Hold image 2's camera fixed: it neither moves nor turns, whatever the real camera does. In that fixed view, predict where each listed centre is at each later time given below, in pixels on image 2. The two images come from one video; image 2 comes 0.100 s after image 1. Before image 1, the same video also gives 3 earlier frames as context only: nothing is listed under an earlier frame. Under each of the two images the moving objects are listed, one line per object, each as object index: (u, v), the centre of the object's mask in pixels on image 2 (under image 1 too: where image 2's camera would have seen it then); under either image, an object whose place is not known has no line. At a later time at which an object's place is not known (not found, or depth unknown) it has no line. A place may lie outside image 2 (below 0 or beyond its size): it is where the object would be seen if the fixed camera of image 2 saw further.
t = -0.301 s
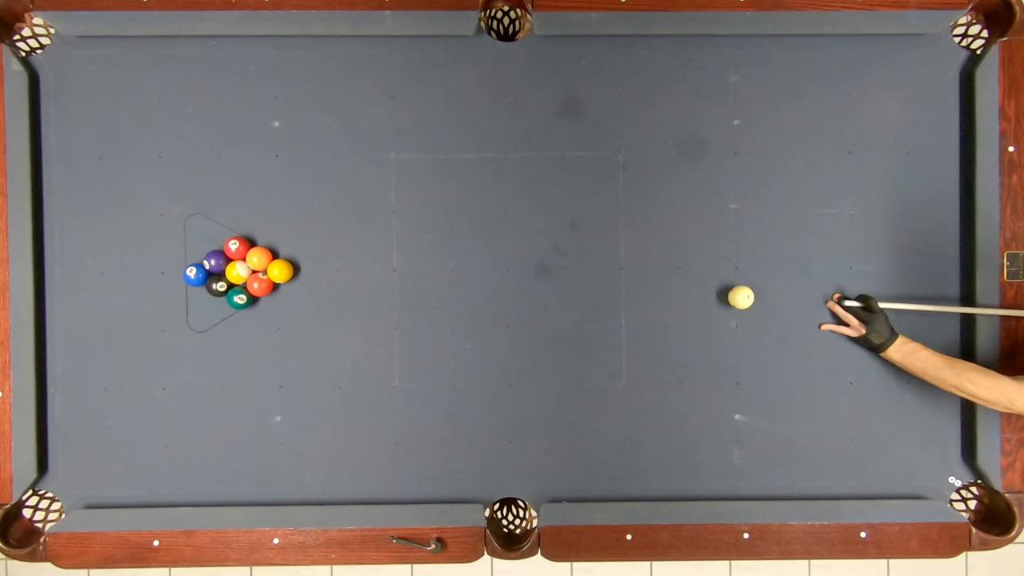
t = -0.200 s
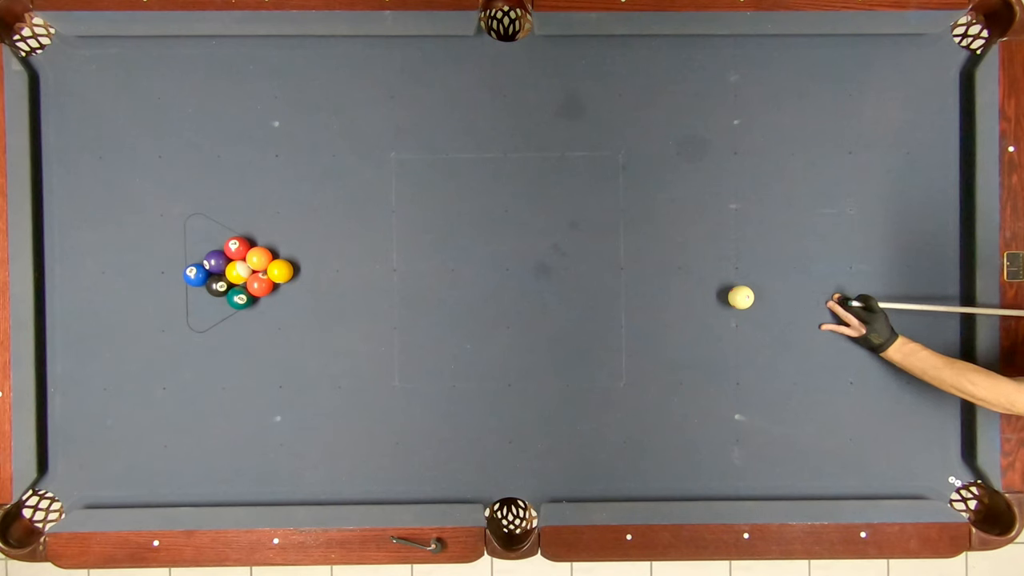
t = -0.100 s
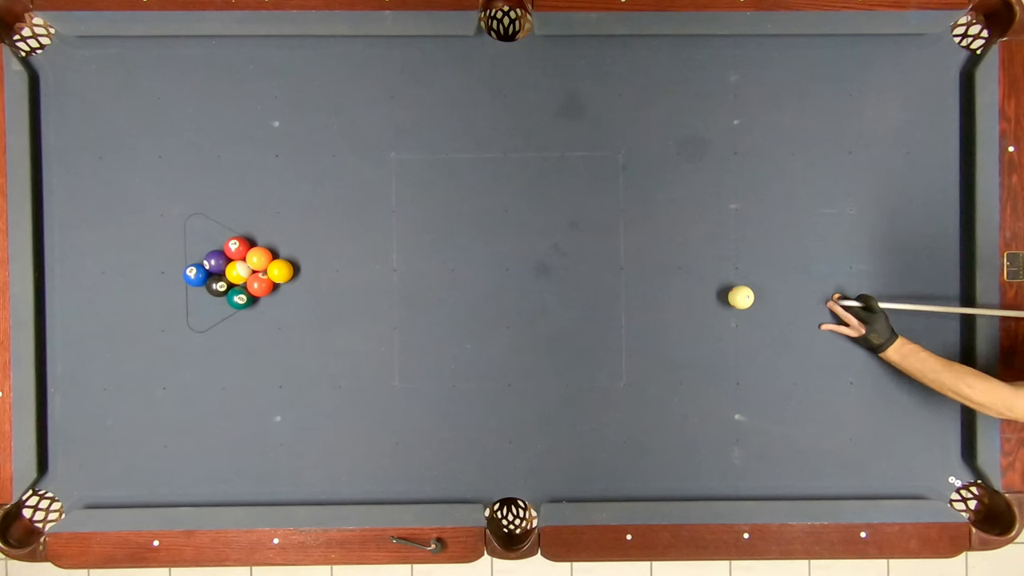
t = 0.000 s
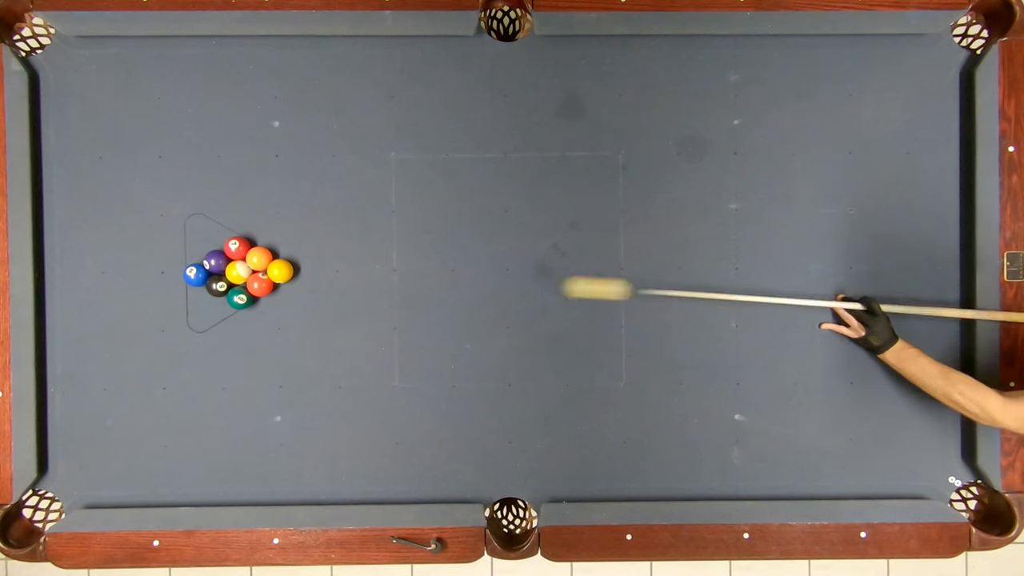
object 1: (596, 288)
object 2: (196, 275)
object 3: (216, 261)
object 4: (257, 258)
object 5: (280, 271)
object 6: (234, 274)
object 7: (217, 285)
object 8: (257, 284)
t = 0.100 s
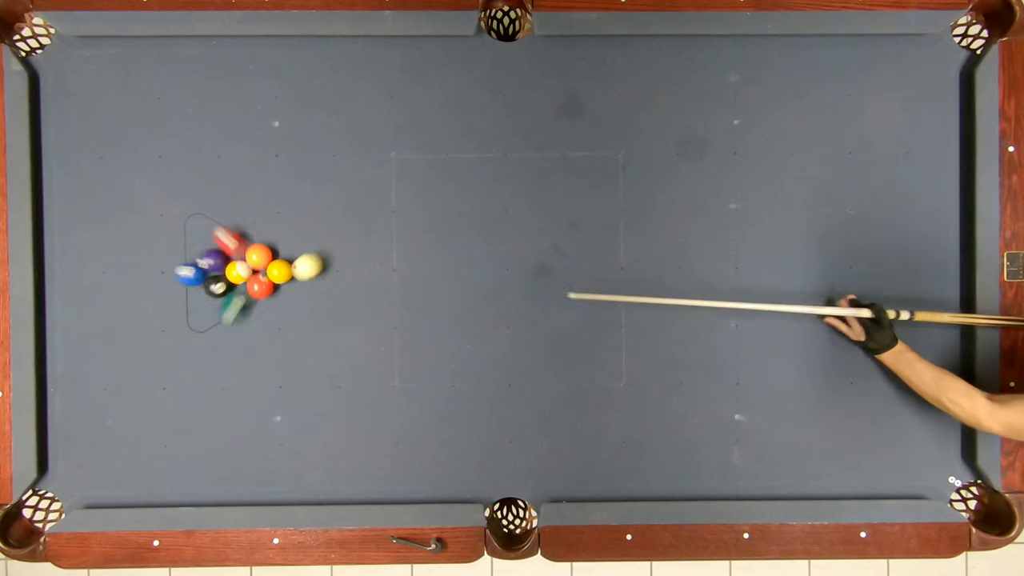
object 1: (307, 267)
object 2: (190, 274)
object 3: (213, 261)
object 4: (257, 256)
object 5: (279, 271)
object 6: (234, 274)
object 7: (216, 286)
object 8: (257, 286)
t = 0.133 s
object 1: (327, 252)
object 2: (163, 271)
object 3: (197, 255)
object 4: (256, 247)
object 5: (280, 273)
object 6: (235, 273)
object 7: (212, 290)
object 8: (259, 294)
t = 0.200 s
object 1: (372, 222)
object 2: (112, 267)
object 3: (165, 245)
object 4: (256, 231)
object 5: (286, 278)
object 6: (237, 272)
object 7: (201, 297)
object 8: (265, 308)
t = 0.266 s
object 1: (421, 195)
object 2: (65, 263)
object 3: (138, 238)
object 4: (256, 216)
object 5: (291, 281)
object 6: (238, 271)
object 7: (190, 305)
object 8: (268, 321)
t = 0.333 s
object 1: (464, 167)
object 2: (63, 260)
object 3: (110, 230)
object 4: (255, 202)
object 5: (296, 285)
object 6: (239, 271)
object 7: (179, 312)
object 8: (272, 334)
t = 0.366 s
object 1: (484, 154)
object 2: (76, 260)
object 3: (98, 227)
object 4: (254, 195)
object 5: (299, 287)
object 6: (239, 270)
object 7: (175, 315)
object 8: (273, 340)
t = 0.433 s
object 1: (521, 128)
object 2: (100, 259)
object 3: (70, 218)
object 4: (254, 180)
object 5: (304, 291)
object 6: (241, 269)
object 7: (164, 322)
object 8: (276, 352)
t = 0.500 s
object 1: (554, 103)
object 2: (121, 259)
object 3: (48, 212)
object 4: (253, 167)
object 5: (309, 294)
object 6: (242, 269)
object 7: (154, 329)
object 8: (279, 364)
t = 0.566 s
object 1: (584, 78)
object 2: (143, 258)
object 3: (65, 207)
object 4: (252, 153)
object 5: (313, 298)
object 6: (242, 269)
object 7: (144, 335)
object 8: (282, 376)
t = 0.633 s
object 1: (609, 55)
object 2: (164, 257)
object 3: (80, 202)
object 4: (251, 139)
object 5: (318, 301)
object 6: (242, 269)
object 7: (134, 341)
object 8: (285, 388)
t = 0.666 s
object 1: (620, 48)
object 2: (175, 257)
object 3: (87, 199)
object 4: (251, 133)
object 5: (320, 303)
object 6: (242, 269)
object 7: (129, 344)
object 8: (287, 394)
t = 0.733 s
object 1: (642, 64)
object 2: (197, 256)
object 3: (101, 195)
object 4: (250, 119)
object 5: (324, 306)
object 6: (242, 269)
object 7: (119, 351)
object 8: (290, 405)
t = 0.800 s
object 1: (662, 77)
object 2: (217, 255)
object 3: (114, 191)
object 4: (249, 107)
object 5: (329, 309)
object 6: (242, 269)
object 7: (109, 357)
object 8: (292, 417)
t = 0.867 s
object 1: (680, 89)
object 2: (229, 250)
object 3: (127, 187)
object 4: (249, 94)
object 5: (332, 312)
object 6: (250, 273)
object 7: (99, 364)
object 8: (295, 428)
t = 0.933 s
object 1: (699, 101)
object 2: (238, 243)
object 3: (141, 182)
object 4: (248, 81)
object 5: (336, 314)
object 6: (262, 278)
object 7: (90, 370)
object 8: (298, 439)
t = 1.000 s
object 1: (717, 113)
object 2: (246, 237)
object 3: (154, 178)
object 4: (247, 69)
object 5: (340, 317)
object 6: (272, 283)
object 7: (81, 376)
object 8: (301, 449)
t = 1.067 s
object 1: (735, 124)
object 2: (255, 230)
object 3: (166, 174)
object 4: (247, 56)
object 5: (343, 319)
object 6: (281, 288)
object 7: (71, 382)
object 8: (303, 460)
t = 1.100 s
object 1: (744, 130)
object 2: (259, 227)
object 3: (173, 172)
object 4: (246, 50)
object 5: (345, 320)
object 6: (285, 291)
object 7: (68, 384)
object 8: (305, 465)
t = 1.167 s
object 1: (762, 142)
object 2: (268, 221)
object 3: (186, 168)
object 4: (246, 52)
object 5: (348, 323)
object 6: (294, 295)
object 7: (58, 390)
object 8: (307, 475)
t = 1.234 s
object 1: (780, 153)
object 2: (276, 215)
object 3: (198, 163)
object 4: (246, 59)
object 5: (352, 325)
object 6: (303, 300)
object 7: (53, 396)
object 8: (309, 485)
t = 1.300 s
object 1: (797, 164)
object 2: (284, 209)
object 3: (209, 160)
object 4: (245, 66)
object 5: (355, 326)
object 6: (311, 305)
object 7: (58, 399)
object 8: (312, 492)
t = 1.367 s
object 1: (815, 175)
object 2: (291, 204)
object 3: (222, 155)
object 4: (245, 72)
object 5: (357, 328)
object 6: (320, 310)
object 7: (62, 403)
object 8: (313, 486)
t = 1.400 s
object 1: (824, 181)
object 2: (296, 201)
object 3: (228, 154)
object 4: (245, 75)
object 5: (359, 329)
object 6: (323, 312)
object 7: (65, 404)
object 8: (313, 484)
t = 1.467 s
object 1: (840, 192)
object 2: (304, 195)
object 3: (239, 151)
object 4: (244, 81)
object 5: (362, 330)
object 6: (331, 316)
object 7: (69, 408)
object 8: (314, 478)
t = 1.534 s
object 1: (857, 202)
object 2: (311, 189)
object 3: (251, 147)
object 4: (244, 87)
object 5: (364, 332)
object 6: (339, 320)
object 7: (74, 411)
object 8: (316, 473)
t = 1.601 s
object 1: (874, 213)
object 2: (318, 184)
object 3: (262, 143)
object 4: (243, 93)
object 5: (368, 334)
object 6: (344, 324)
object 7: (78, 414)
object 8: (317, 468)
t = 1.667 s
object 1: (890, 223)
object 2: (325, 179)
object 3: (272, 140)
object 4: (243, 98)
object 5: (374, 337)
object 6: (347, 325)
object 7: (82, 418)
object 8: (318, 464)
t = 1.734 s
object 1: (906, 234)
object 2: (333, 174)
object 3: (284, 136)
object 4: (242, 104)
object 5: (379, 340)
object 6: (350, 328)
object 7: (85, 421)
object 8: (319, 459)
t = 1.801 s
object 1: (923, 244)
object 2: (340, 169)
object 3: (295, 132)
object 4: (242, 109)
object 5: (384, 343)
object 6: (353, 329)
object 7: (89, 423)
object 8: (320, 455)
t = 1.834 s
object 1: (930, 249)
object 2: (343, 166)
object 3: (300, 130)
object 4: (242, 112)
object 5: (386, 344)
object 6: (354, 330)
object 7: (91, 425)
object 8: (320, 452)
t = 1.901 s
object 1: (947, 259)
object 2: (349, 162)
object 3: (310, 127)
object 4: (242, 117)
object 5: (391, 347)
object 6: (357, 331)
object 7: (94, 427)
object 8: (321, 448)
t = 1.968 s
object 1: (961, 269)
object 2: (356, 157)
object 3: (320, 124)
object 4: (241, 121)
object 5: (395, 349)
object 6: (359, 333)
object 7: (97, 430)
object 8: (322, 445)
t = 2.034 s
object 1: (952, 280)
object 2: (362, 153)
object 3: (330, 120)
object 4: (241, 126)
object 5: (400, 352)
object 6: (361, 334)
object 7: (100, 432)
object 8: (323, 441)
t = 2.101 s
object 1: (942, 290)
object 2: (368, 149)
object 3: (339, 117)
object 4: (241, 130)
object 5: (404, 354)
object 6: (363, 335)
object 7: (103, 435)
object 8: (323, 438)
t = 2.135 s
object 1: (938, 295)
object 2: (371, 146)
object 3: (345, 115)
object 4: (241, 133)
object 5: (406, 356)
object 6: (364, 335)
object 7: (104, 436)
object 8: (323, 436)
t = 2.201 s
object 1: (929, 305)
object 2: (377, 143)
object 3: (353, 112)
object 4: (241, 137)
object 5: (410, 358)
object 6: (366, 336)
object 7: (107, 438)
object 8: (324, 433)
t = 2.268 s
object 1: (920, 315)
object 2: (382, 139)
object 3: (362, 110)
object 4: (240, 141)
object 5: (414, 360)
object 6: (368, 337)
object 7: (110, 440)
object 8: (325, 430)
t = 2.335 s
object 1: (911, 325)
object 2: (389, 135)
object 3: (371, 105)
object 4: (240, 145)
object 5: (417, 363)
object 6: (369, 337)
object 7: (112, 442)
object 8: (325, 427)
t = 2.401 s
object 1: (903, 334)
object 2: (394, 131)
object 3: (380, 102)
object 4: (240, 148)
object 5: (420, 365)
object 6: (371, 338)
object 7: (114, 444)
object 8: (326, 424)
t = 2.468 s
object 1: (894, 344)
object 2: (399, 127)
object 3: (388, 100)
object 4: (240, 152)
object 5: (424, 367)
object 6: (371, 344)
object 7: (117, 445)
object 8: (326, 422)
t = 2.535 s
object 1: (886, 353)
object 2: (404, 124)
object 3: (396, 97)
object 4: (239, 155)
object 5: (427, 369)
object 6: (371, 351)
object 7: (119, 447)
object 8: (327, 420)
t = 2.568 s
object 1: (882, 358)
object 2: (406, 122)
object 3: (400, 95)
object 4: (239, 157)
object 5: (428, 370)
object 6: (372, 354)
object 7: (120, 448)
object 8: (327, 418)
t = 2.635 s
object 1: (874, 367)
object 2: (411, 119)
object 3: (408, 92)
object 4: (239, 160)
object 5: (431, 372)
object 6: (372, 360)
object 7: (121, 449)
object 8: (327, 416)
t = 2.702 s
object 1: (866, 376)
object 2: (416, 116)
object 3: (417, 89)
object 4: (239, 163)
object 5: (434, 374)
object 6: (372, 366)
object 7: (123, 450)
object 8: (327, 414)
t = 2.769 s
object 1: (858, 385)
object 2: (421, 113)
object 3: (424, 87)
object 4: (239, 165)
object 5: (436, 376)
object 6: (373, 372)
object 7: (125, 452)
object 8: (327, 413)
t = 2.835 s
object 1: (850, 393)
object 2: (425, 111)
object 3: (431, 83)
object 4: (239, 168)
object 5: (439, 377)
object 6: (373, 378)
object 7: (126, 453)
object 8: (328, 411)
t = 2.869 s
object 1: (847, 398)
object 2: (427, 109)
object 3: (435, 82)
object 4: (239, 169)
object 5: (440, 378)
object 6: (373, 381)
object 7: (126, 453)
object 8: (328, 411)
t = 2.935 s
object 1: (839, 406)
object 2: (432, 107)
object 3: (442, 80)
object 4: (239, 171)
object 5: (442, 379)
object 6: (374, 386)
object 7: (127, 454)
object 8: (328, 409)
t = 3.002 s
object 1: (832, 414)
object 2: (435, 105)
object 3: (449, 78)
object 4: (239, 173)
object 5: (444, 381)
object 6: (374, 391)
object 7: (128, 455)
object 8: (328, 408)
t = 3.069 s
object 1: (825, 423)
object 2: (439, 103)
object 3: (456, 75)
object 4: (240, 175)
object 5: (446, 382)
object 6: (374, 397)
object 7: (129, 456)
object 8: (328, 408)
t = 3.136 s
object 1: (818, 431)
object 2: (443, 101)
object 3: (462, 73)
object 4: (240, 177)
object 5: (447, 383)
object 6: (375, 402)
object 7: (130, 457)
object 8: (328, 407)
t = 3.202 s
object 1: (811, 438)
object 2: (446, 99)
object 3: (469, 70)
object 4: (240, 179)
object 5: (449, 385)
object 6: (375, 406)
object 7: (130, 457)
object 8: (328, 407)
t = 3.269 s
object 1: (804, 446)
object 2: (450, 97)
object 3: (475, 67)
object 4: (240, 180)
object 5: (450, 386)
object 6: (375, 411)
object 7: (130, 458)
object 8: (328, 407)
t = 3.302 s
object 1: (801, 450)
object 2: (452, 96)
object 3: (478, 66)
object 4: (240, 181)
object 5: (451, 387)
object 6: (376, 413)
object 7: (130, 458)
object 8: (328, 407)
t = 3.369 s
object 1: (795, 457)
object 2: (455, 95)
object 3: (483, 66)
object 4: (240, 182)
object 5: (451, 388)
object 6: (376, 418)
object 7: (130, 458)
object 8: (328, 407)
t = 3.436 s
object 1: (788, 465)
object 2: (458, 93)
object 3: (488, 64)
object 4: (240, 183)
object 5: (452, 389)
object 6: (376, 422)
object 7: (130, 458)
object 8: (328, 408)
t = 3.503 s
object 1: (782, 472)
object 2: (461, 92)
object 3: (494, 62)
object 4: (240, 184)
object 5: (453, 390)
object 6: (376, 426)
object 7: (130, 458)
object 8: (328, 408)
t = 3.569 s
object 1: (776, 479)
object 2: (463, 90)
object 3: (500, 60)
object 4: (240, 184)
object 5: (454, 390)
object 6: (376, 430)
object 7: (130, 458)
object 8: (328, 408)
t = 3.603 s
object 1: (773, 483)
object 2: (465, 90)
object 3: (502, 59)
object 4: (240, 185)
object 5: (454, 390)
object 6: (376, 432)
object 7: (130, 458)
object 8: (328, 408)
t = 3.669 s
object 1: (767, 488)
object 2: (468, 89)
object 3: (507, 57)
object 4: (240, 185)
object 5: (454, 391)
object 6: (377, 435)
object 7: (130, 458)
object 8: (328, 408)
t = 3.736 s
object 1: (763, 484)
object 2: (470, 88)
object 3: (513, 56)
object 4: (240, 185)
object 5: (455, 392)
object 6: (377, 439)
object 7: (130, 458)
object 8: (328, 408)
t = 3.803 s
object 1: (760, 481)
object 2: (472, 87)
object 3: (517, 54)
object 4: (240, 185)
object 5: (455, 392)
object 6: (377, 442)
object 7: (130, 458)
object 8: (328, 408)
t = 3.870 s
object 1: (756, 477)
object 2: (474, 87)
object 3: (521, 53)
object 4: (240, 186)
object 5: (455, 393)
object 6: (378, 445)
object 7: (130, 458)
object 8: (328, 408)
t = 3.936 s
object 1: (753, 474)
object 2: (476, 86)
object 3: (527, 51)
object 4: (240, 186)
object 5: (455, 393)
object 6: (378, 448)
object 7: (130, 458)
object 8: (328, 408)
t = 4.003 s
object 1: (749, 471)
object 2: (477, 86)
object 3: (530, 50)
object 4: (240, 186)
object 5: (455, 393)
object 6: (378, 451)
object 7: (130, 458)
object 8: (328, 408)
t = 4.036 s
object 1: (748, 470)
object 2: (478, 86)
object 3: (532, 49)
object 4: (240, 186)
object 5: (455, 393)
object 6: (378, 452)
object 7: (130, 458)
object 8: (328, 408)
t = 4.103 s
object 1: (745, 467)
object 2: (480, 85)
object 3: (537, 48)
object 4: (240, 186)
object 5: (455, 393)
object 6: (379, 455)
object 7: (130, 458)
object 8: (328, 408)
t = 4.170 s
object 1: (741, 464)
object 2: (481, 85)
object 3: (540, 48)
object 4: (240, 186)
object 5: (455, 392)
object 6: (379, 457)
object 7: (130, 458)
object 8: (328, 408)
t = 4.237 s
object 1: (738, 462)
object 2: (482, 85)
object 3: (542, 48)
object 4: (240, 186)
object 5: (455, 392)
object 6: (380, 459)
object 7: (130, 458)
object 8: (328, 408)
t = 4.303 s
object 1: (736, 459)
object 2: (483, 85)
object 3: (544, 49)
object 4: (240, 186)
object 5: (455, 392)
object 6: (380, 461)
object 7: (130, 457)
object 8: (328, 408)
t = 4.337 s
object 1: (735, 458)
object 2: (483, 84)
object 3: (546, 50)
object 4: (240, 186)
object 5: (455, 392)
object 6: (380, 462)
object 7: (130, 458)
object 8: (328, 408)
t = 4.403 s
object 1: (732, 456)
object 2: (484, 84)
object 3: (547, 50)
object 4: (240, 186)
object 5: (455, 392)
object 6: (381, 464)
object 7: (130, 458)
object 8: (328, 408)
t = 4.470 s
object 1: (730, 454)
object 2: (485, 83)
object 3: (549, 51)
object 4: (240, 186)
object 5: (455, 392)
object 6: (381, 465)
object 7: (130, 458)
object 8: (328, 408)
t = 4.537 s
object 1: (728, 452)
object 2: (485, 83)
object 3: (550, 51)
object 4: (240, 186)
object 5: (455, 392)
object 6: (382, 466)
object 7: (130, 458)
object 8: (328, 408)
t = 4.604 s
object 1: (727, 450)
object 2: (485, 82)
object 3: (552, 52)
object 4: (240, 186)
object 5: (455, 392)
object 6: (383, 467)
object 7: (130, 458)
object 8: (328, 408)
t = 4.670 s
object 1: (725, 448)
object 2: (485, 82)
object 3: (553, 53)
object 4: (240, 186)
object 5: (455, 392)
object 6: (383, 468)
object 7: (130, 458)
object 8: (328, 408)
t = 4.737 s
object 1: (723, 447)
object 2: (484, 82)
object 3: (554, 54)
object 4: (240, 186)
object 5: (455, 392)
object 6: (383, 469)
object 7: (130, 458)
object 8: (328, 408)
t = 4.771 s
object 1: (723, 446)
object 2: (484, 83)
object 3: (553, 54)
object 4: (240, 186)
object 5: (455, 392)
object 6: (383, 469)
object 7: (130, 458)
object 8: (328, 408)
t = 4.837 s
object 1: (721, 445)
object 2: (484, 83)
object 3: (553, 55)
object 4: (240, 186)
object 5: (455, 392)
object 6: (384, 470)
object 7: (130, 458)
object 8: (328, 408)
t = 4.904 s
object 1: (720, 444)
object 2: (484, 83)
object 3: (554, 55)
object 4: (240, 186)
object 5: (455, 392)
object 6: (383, 470)
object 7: (130, 458)
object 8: (328, 408)
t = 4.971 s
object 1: (719, 443)
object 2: (484, 83)
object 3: (554, 55)
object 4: (240, 186)
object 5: (455, 392)
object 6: (383, 471)
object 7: (130, 458)
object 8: (328, 408)
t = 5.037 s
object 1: (719, 442)
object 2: (484, 83)
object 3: (554, 55)
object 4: (240, 186)
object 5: (455, 392)
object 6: (383, 471)
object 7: (130, 458)
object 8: (328, 408)
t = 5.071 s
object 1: (718, 442)
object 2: (484, 83)
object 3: (554, 55)
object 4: (240, 186)
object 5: (455, 392)
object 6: (383, 471)
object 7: (130, 458)
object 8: (328, 408)
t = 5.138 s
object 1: (717, 441)
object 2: (484, 83)
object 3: (554, 55)
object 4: (240, 186)
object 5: (455, 392)
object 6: (383, 471)
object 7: (130, 458)
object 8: (328, 408)
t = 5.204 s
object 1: (717, 440)
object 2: (484, 83)
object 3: (554, 55)
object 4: (240, 186)
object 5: (455, 392)
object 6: (383, 471)
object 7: (130, 458)
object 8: (328, 408)
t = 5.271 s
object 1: (716, 440)
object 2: (484, 83)
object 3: (554, 55)
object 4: (240, 186)
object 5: (455, 392)
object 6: (383, 471)
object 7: (130, 458)
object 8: (328, 408)
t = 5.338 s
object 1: (716, 439)
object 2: (484, 83)
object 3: (554, 55)
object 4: (240, 186)
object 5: (455, 392)
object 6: (383, 471)
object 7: (130, 458)
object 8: (328, 408)
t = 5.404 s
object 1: (716, 439)
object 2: (484, 83)
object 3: (553, 55)
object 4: (240, 186)
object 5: (455, 392)
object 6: (383, 471)
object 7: (130, 458)
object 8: (328, 408)
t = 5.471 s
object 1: (716, 439)
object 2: (484, 83)
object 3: (553, 55)
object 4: (240, 186)
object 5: (455, 392)
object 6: (383, 471)
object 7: (130, 458)
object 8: (328, 408)
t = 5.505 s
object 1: (716, 439)
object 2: (484, 83)
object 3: (553, 55)
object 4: (240, 186)
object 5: (455, 392)
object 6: (383, 471)
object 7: (130, 458)
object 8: (328, 408)
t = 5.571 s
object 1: (716, 439)
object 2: (484, 83)
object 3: (553, 55)
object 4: (240, 186)
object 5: (455, 392)
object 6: (383, 471)
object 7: (130, 458)
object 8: (328, 408)
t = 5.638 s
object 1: (716, 439)
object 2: (484, 83)
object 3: (553, 55)
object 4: (240, 186)
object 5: (455, 392)
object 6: (383, 471)
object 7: (130, 458)
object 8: (328, 408)
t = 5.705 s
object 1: (716, 438)
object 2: (484, 83)
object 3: (553, 55)
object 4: (240, 186)
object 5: (455, 392)
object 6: (383, 471)
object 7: (130, 458)
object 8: (328, 408)
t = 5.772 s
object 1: (716, 439)
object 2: (484, 83)
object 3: (553, 55)
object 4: (239, 186)
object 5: (455, 392)
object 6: (383, 471)
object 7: (130, 458)
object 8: (328, 408)
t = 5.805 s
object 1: (716, 439)
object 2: (484, 83)
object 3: (553, 55)
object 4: (240, 186)
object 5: (455, 392)
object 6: (383, 471)
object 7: (130, 458)
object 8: (328, 408)
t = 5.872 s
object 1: (716, 439)
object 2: (484, 83)
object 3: (553, 55)
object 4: (240, 186)
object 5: (455, 392)
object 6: (383, 471)
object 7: (130, 458)
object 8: (328, 408)
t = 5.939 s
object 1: (716, 439)
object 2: (484, 83)
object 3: (553, 55)
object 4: (240, 186)
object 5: (455, 392)
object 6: (383, 471)
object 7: (130, 458)
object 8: (328, 408)
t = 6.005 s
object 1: (716, 439)
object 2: (484, 83)
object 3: (553, 55)
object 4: (240, 186)
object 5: (455, 392)
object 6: (383, 471)
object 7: (130, 457)
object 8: (328, 408)
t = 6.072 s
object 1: (716, 439)
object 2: (484, 83)
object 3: (553, 55)
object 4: (240, 186)
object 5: (455, 392)
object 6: (383, 471)
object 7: (130, 457)
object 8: (328, 408)
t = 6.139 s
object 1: (716, 439)
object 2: (484, 83)
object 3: (553, 55)
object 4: (240, 186)
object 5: (455, 393)
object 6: (383, 471)
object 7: (130, 457)
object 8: (328, 408)
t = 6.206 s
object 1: (716, 439)
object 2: (484, 83)
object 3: (553, 55)
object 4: (240, 186)
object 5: (455, 392)
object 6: (383, 471)
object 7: (130, 457)
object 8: (328, 408)
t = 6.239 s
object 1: (716, 439)
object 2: (484, 83)
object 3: (553, 55)
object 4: (240, 186)
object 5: (455, 392)
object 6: (383, 471)
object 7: (130, 457)
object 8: (328, 408)
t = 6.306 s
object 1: (716, 439)
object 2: (484, 83)
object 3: (553, 55)
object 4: (240, 186)
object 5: (455, 392)
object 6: (383, 471)
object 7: (130, 457)
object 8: (328, 408)
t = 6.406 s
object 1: (716, 439)
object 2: (484, 83)
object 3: (553, 55)
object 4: (239, 186)
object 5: (455, 393)
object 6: (383, 471)
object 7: (130, 457)
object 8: (328, 408)
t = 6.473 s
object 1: (716, 439)
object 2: (484, 83)
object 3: (553, 55)
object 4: (240, 186)
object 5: (455, 392)
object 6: (383, 471)
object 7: (130, 457)
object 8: (328, 408)
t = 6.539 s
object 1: (716, 439)
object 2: (484, 83)
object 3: (553, 55)
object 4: (240, 186)
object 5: (455, 392)
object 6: (383, 471)
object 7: (130, 457)
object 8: (328, 408)
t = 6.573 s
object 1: (716, 439)
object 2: (484, 83)
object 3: (553, 55)
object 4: (240, 186)
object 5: (455, 392)
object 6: (383, 471)
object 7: (130, 457)
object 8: (328, 408)
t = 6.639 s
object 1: (716, 439)
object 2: (484, 83)
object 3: (553, 55)
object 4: (240, 186)
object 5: (455, 392)
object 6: (383, 471)
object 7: (130, 457)
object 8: (328, 408)
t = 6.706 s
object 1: (716, 439)
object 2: (484, 83)
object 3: (553, 56)
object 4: (240, 186)
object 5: (455, 392)
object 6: (383, 471)
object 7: (130, 457)
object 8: (328, 408)
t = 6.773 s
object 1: (716, 439)
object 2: (484, 83)
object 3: (553, 56)
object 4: (240, 186)
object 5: (455, 392)
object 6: (383, 471)
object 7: (130, 457)
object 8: (328, 408)
